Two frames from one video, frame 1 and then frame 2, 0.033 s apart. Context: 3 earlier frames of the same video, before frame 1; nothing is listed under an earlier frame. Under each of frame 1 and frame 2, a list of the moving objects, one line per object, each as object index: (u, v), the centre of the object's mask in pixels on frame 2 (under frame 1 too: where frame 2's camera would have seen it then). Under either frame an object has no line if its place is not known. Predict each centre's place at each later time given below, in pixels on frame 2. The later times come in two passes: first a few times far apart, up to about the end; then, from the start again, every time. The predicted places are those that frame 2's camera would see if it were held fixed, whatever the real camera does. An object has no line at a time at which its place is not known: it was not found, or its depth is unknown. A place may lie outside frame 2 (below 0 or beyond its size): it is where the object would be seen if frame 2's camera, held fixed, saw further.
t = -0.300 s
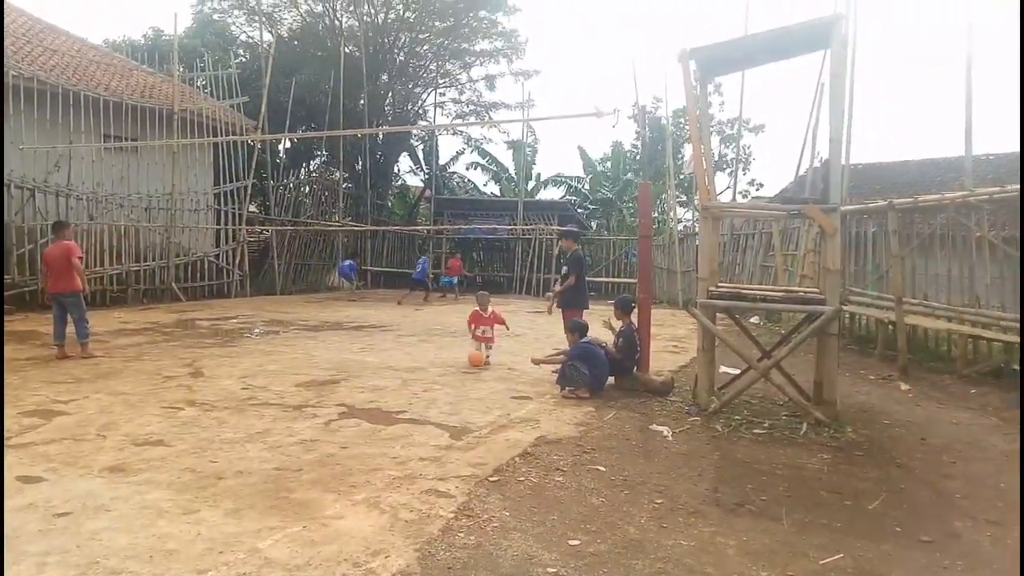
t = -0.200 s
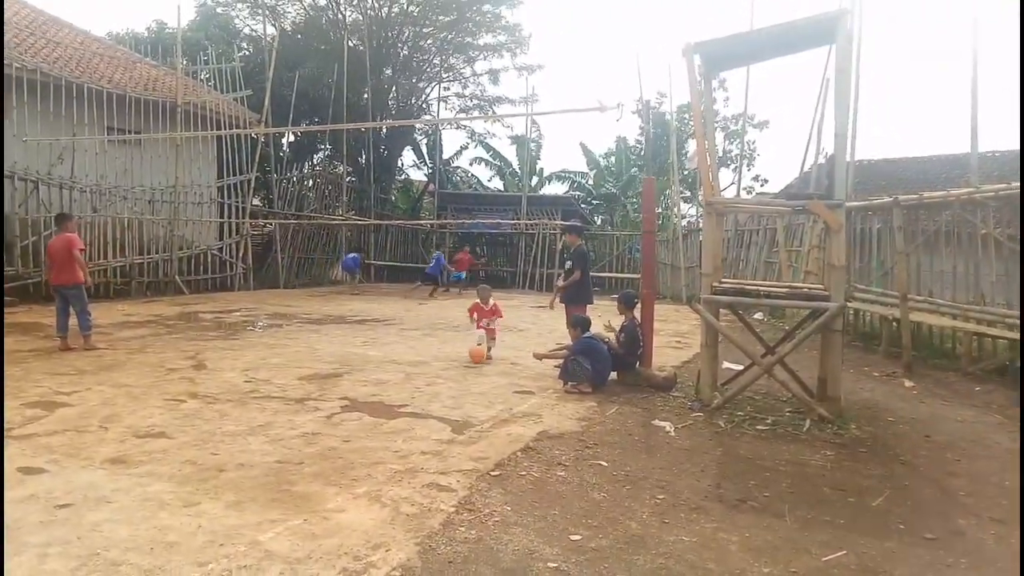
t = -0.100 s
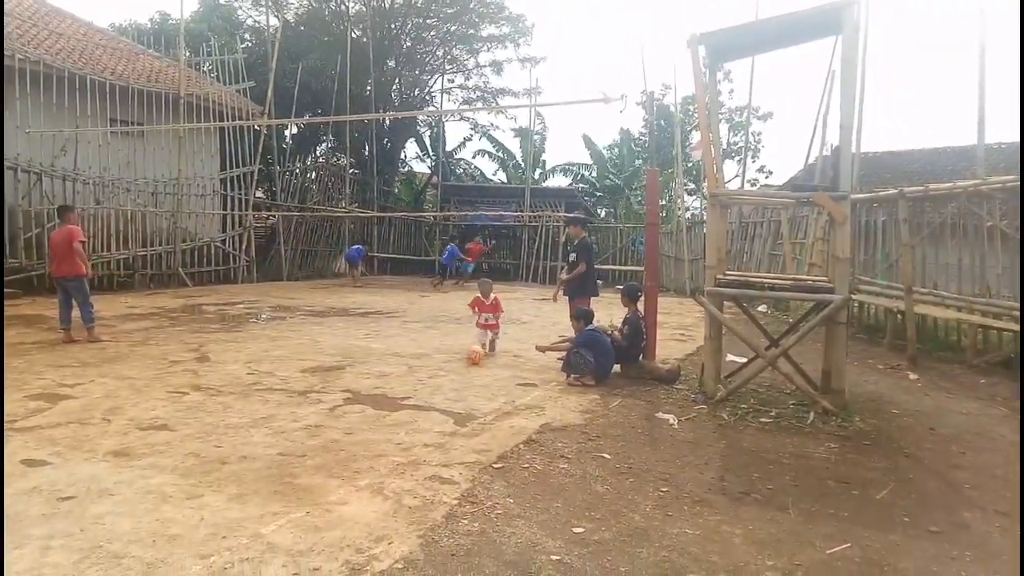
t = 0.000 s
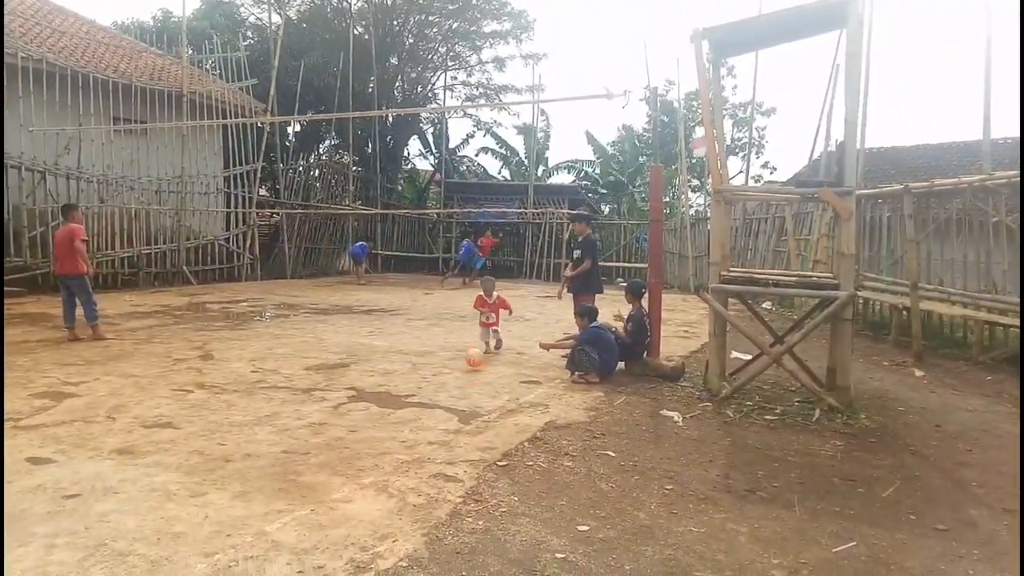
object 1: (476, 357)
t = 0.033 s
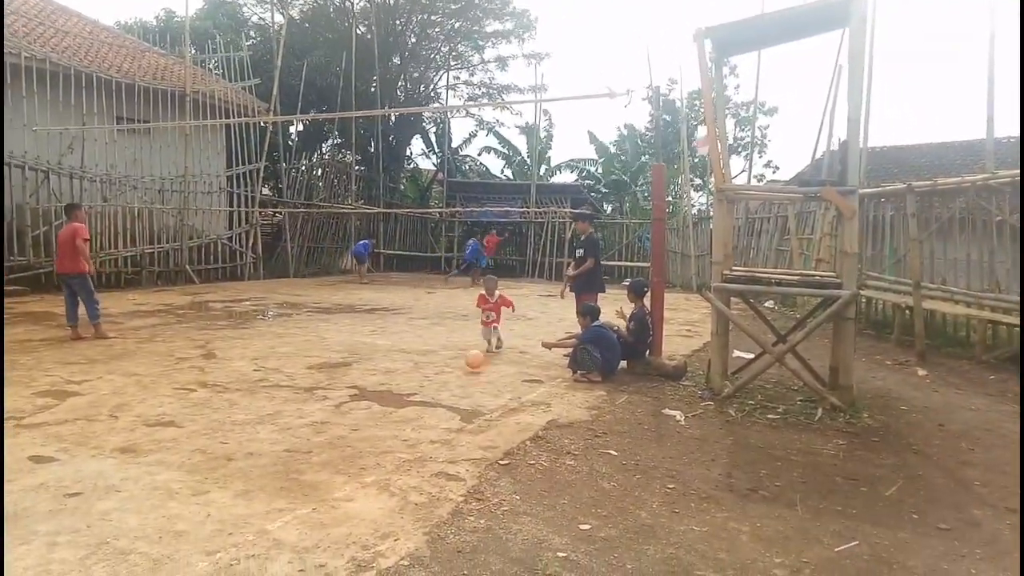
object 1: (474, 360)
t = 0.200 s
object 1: (466, 372)
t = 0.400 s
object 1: (454, 386)
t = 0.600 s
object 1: (443, 411)
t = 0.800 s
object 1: (421, 423)
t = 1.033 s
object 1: (386, 460)
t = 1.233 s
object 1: (334, 482)
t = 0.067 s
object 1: (472, 364)
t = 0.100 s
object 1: (470, 369)
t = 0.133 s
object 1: (469, 370)
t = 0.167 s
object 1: (467, 370)
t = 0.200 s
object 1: (466, 372)
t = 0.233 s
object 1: (464, 374)
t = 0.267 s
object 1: (461, 379)
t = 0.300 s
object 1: (461, 386)
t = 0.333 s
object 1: (458, 388)
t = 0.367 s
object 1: (456, 387)
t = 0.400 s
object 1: (454, 386)
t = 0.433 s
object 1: (453, 386)
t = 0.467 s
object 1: (451, 386)
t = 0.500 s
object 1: (449, 390)
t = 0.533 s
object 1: (447, 396)
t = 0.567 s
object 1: (446, 405)
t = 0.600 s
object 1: (443, 411)
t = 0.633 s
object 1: (440, 407)
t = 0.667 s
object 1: (436, 406)
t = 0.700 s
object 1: (433, 407)
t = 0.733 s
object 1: (430, 409)
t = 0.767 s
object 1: (426, 415)
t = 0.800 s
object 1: (421, 423)
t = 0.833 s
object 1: (417, 431)
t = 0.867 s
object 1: (411, 440)
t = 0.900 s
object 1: (408, 439)
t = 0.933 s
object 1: (403, 441)
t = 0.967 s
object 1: (397, 446)
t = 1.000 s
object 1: (391, 454)
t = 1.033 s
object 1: (386, 460)
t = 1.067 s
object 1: (377, 459)
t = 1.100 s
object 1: (370, 462)
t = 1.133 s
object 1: (362, 467)
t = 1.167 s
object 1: (352, 475)
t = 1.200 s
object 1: (342, 484)
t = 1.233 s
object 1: (334, 482)
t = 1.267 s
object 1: (326, 482)
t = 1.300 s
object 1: (316, 483)
